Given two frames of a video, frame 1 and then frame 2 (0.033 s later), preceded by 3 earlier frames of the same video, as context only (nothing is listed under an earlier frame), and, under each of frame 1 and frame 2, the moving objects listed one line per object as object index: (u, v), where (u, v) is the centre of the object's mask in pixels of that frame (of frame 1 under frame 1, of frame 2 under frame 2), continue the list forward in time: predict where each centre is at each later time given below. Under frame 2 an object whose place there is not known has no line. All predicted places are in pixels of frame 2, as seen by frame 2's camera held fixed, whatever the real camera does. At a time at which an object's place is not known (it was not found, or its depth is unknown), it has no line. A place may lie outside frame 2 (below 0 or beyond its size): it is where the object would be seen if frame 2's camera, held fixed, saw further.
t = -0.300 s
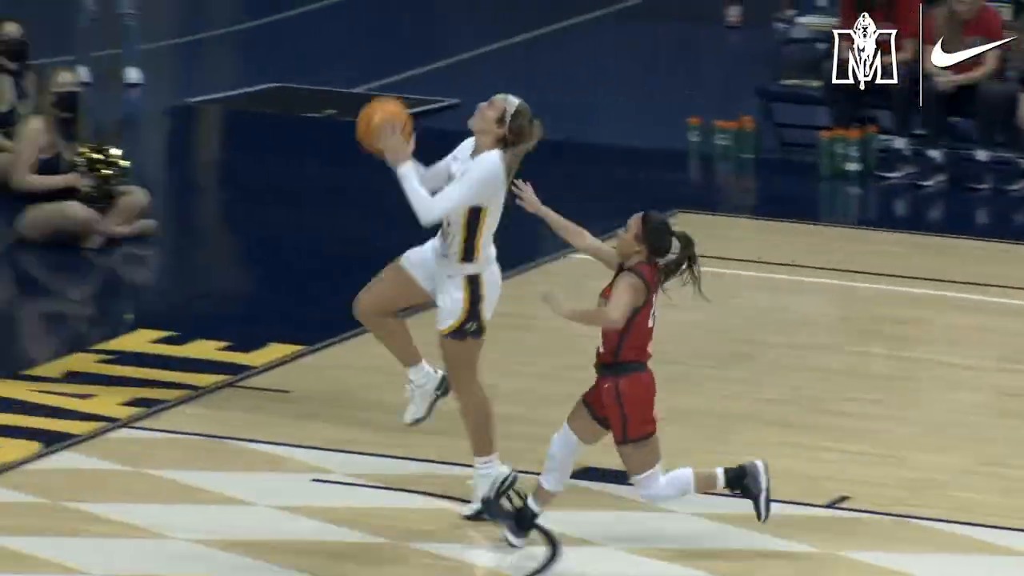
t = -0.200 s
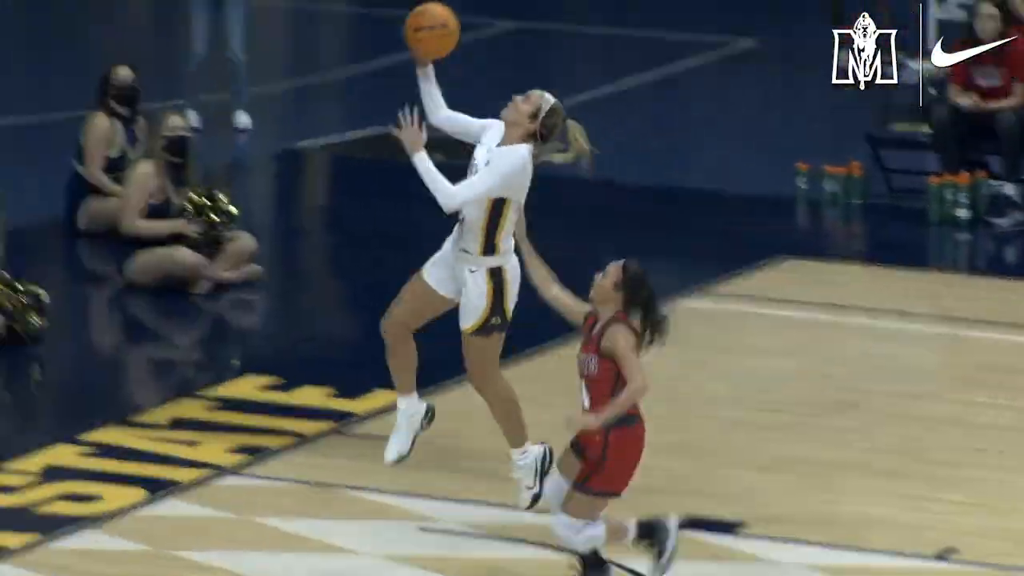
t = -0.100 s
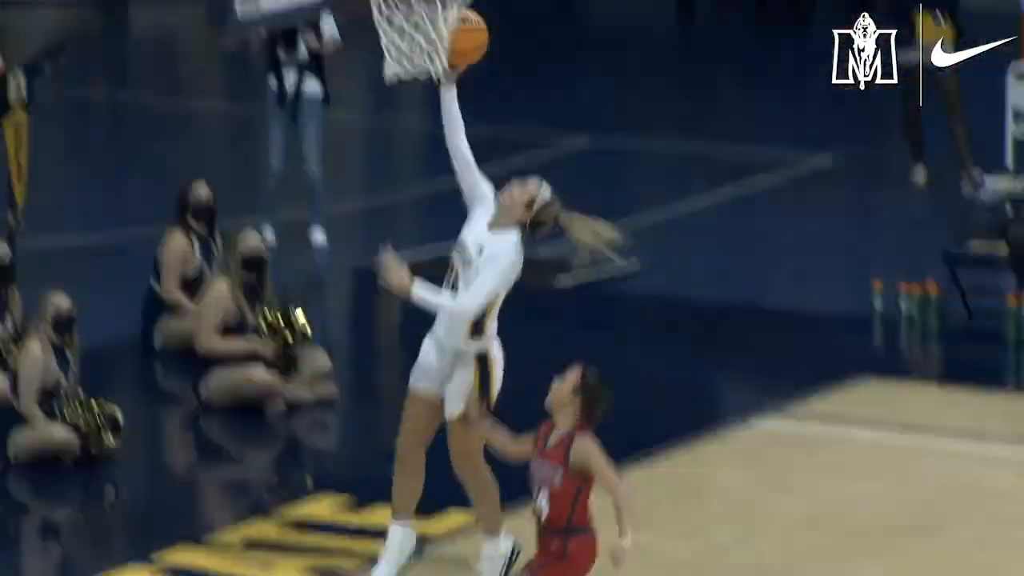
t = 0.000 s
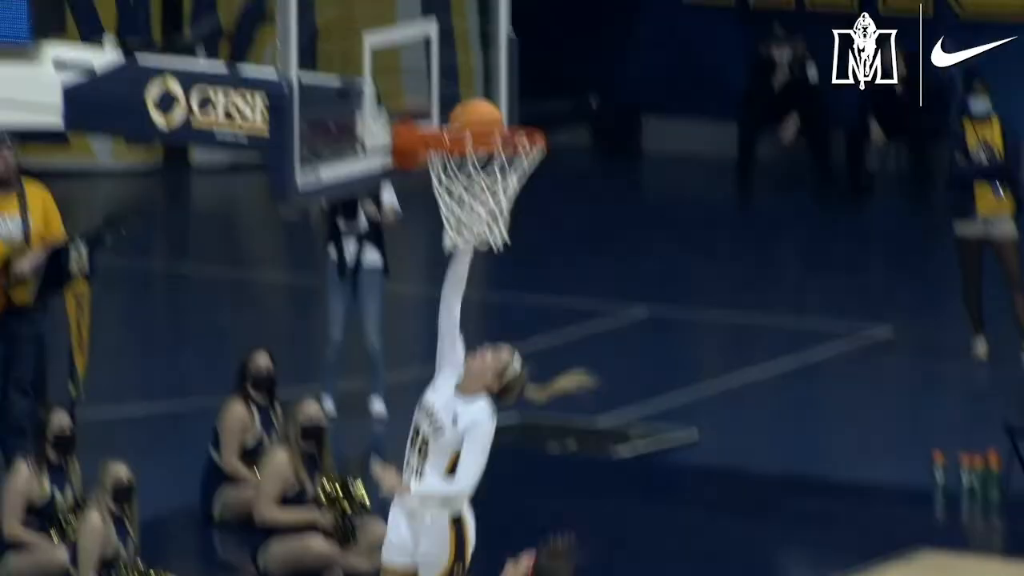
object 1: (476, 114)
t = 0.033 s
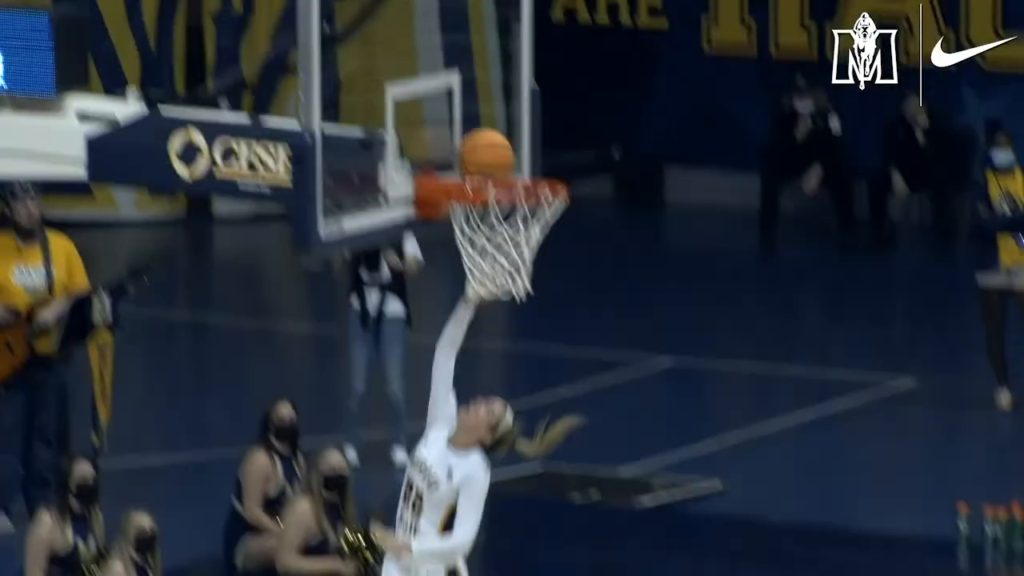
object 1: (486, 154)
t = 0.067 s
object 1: (491, 150)
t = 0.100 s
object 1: (496, 145)
